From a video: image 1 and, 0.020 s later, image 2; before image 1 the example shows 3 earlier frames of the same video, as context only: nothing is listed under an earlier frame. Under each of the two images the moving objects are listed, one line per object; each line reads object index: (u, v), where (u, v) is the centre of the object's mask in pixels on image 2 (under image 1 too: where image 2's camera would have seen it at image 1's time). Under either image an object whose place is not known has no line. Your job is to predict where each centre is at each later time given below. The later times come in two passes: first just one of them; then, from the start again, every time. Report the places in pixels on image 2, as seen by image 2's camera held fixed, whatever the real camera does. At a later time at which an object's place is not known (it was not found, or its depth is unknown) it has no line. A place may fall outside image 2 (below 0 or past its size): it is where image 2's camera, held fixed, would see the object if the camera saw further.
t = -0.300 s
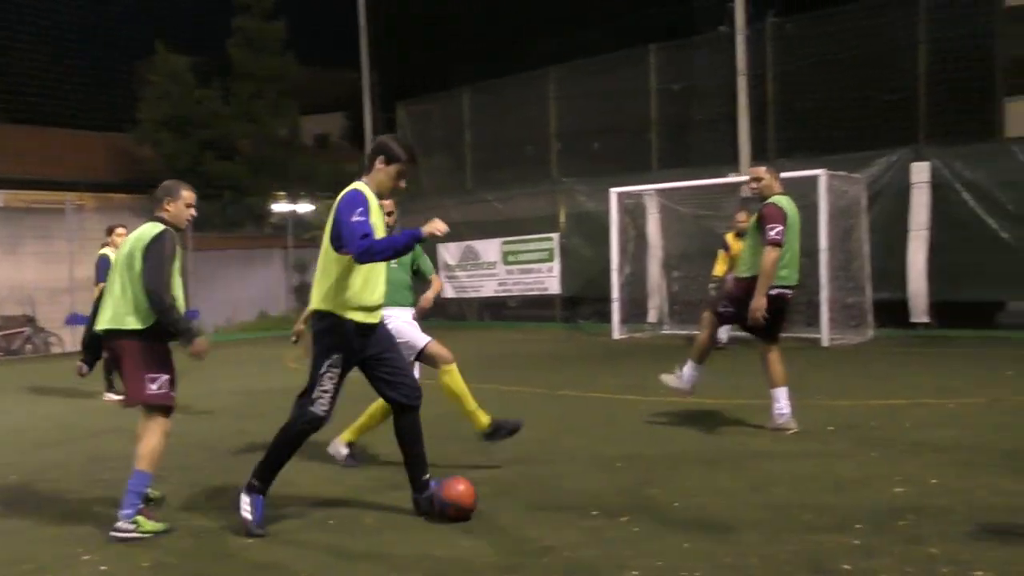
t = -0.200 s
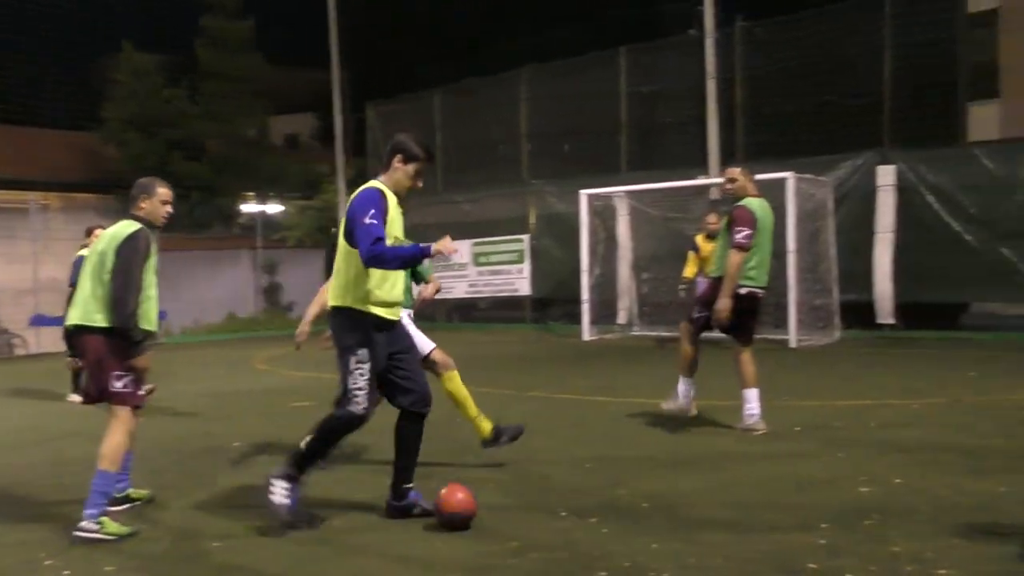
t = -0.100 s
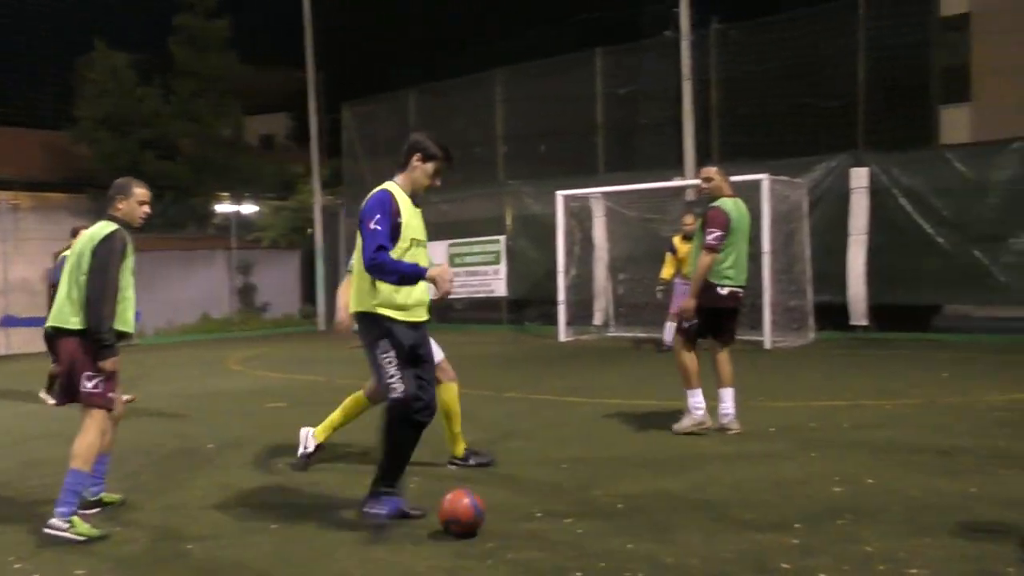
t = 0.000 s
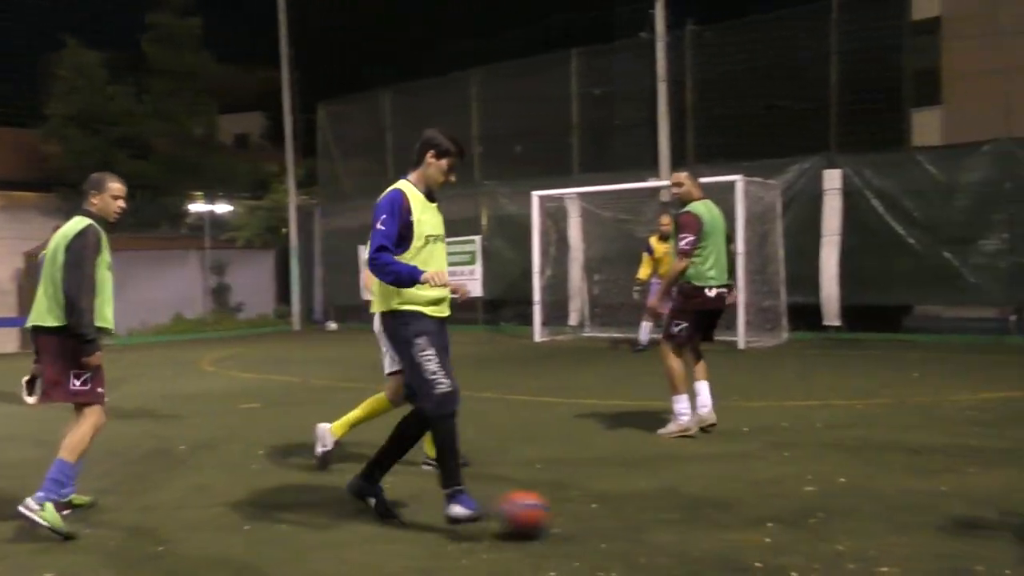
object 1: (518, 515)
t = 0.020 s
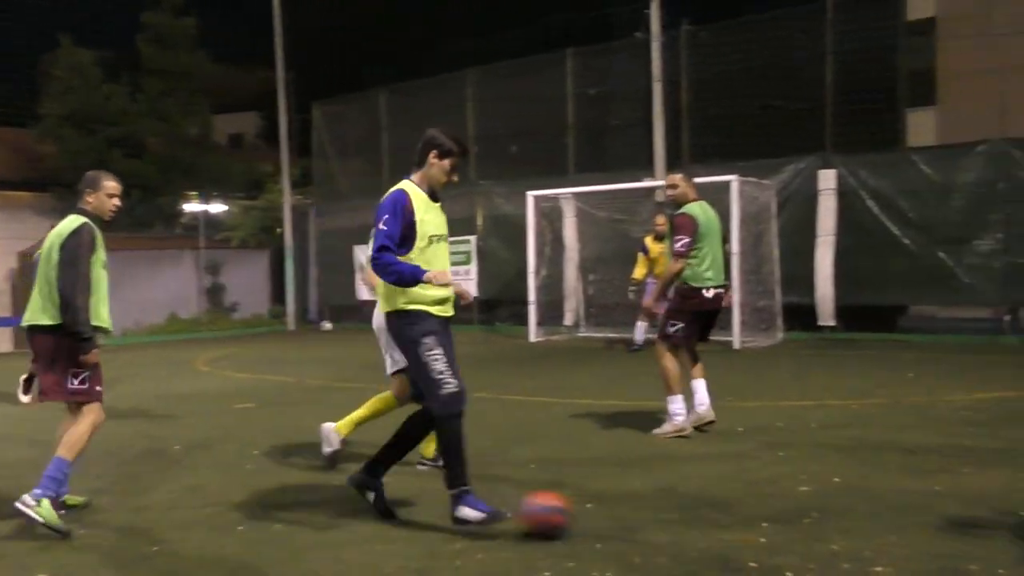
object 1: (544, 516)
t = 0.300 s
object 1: (853, 512)
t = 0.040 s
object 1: (569, 515)
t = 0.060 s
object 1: (592, 514)
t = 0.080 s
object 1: (617, 514)
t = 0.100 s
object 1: (641, 513)
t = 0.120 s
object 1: (666, 514)
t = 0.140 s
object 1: (687, 514)
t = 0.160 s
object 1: (708, 514)
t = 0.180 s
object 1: (730, 513)
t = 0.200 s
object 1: (752, 513)
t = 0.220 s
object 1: (771, 513)
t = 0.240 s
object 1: (792, 513)
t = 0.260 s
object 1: (811, 513)
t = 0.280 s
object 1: (831, 512)
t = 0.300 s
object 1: (853, 512)
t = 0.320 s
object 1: (872, 513)
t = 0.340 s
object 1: (891, 513)
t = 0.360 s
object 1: (911, 513)
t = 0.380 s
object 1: (929, 512)
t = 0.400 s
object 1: (949, 512)
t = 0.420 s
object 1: (968, 512)
